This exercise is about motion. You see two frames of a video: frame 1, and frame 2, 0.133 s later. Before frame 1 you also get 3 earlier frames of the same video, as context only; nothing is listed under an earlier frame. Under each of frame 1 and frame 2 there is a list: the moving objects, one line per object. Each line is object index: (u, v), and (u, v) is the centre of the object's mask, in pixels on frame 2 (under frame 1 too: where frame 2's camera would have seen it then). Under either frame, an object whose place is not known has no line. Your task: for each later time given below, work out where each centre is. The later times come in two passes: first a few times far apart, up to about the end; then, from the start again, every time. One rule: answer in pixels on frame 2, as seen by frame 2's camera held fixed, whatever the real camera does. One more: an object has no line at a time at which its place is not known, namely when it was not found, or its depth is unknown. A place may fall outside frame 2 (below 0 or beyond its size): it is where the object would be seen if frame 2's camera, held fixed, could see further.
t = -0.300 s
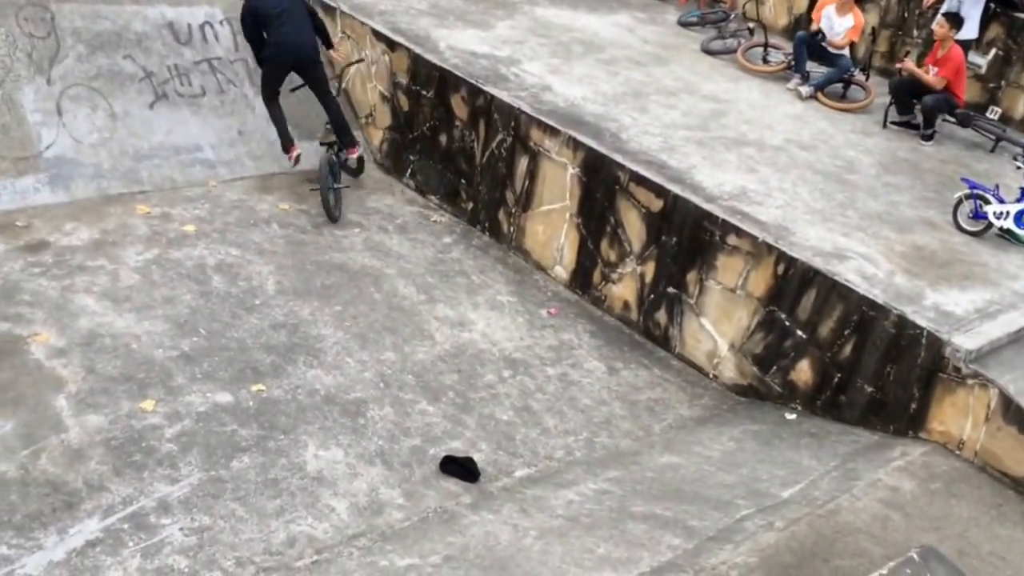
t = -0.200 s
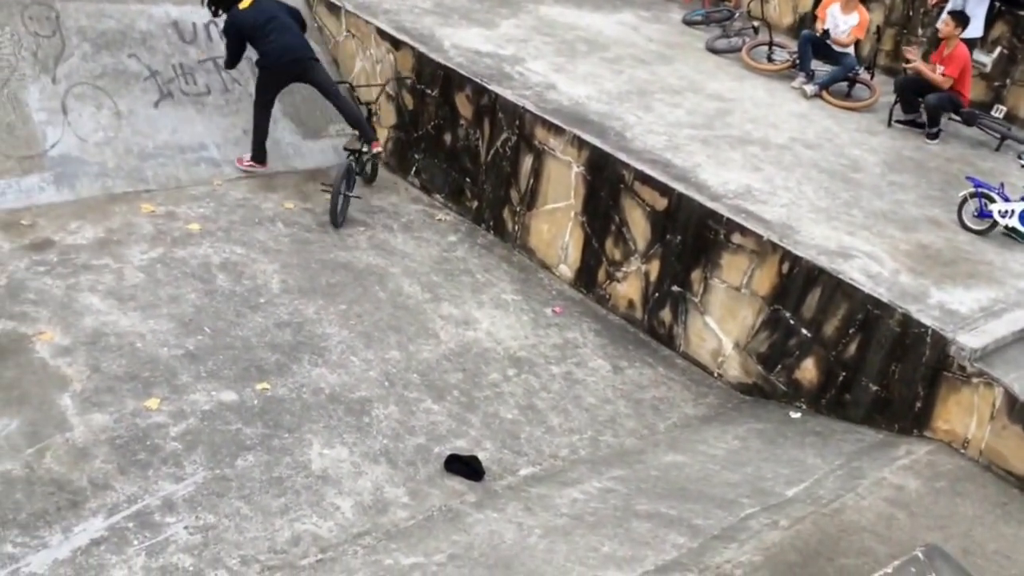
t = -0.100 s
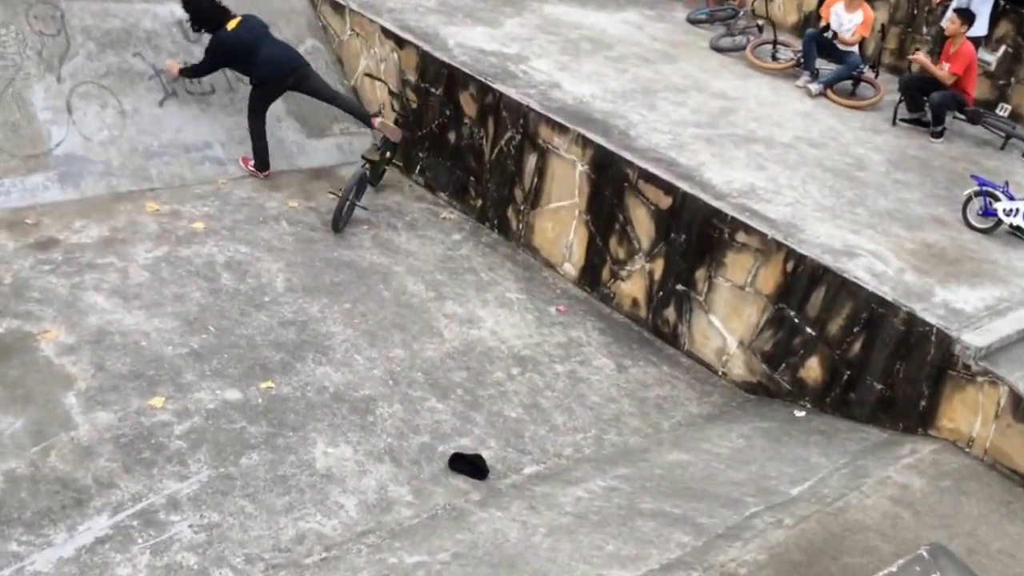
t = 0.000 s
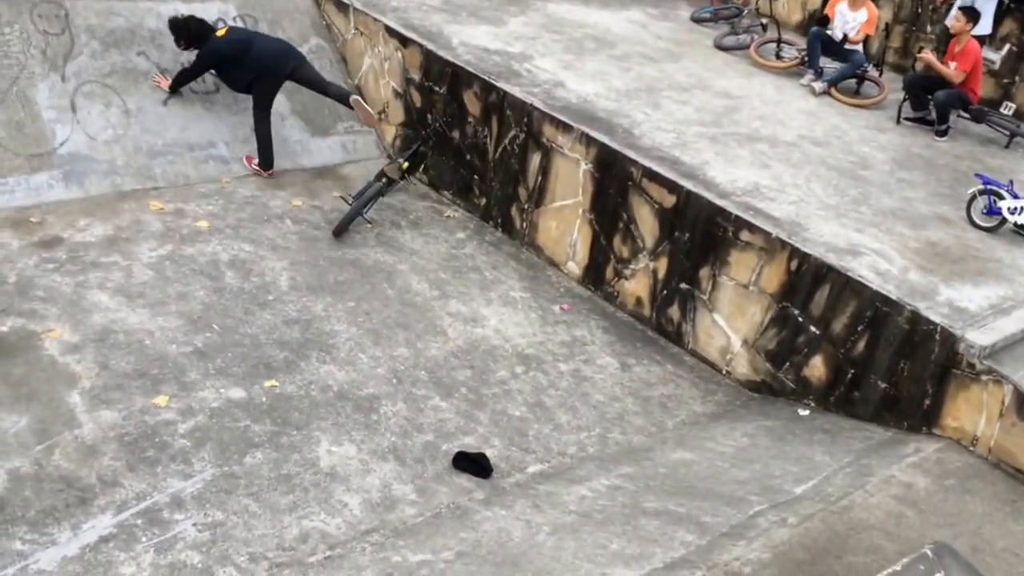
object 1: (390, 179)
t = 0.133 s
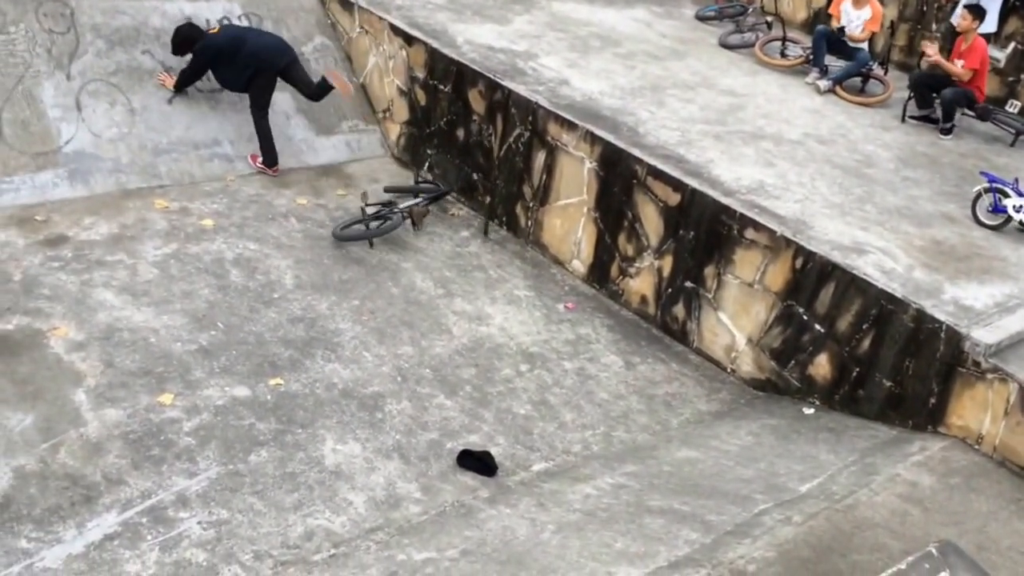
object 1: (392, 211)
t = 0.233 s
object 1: (403, 215)
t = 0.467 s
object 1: (419, 217)
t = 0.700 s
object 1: (424, 214)
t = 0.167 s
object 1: (395, 213)
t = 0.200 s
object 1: (400, 213)
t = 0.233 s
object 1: (403, 215)
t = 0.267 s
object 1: (404, 216)
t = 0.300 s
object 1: (407, 216)
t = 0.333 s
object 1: (410, 216)
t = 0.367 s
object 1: (414, 217)
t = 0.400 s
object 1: (413, 218)
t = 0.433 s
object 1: (413, 218)
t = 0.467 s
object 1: (419, 217)
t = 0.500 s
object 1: (420, 216)
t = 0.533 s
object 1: (424, 215)
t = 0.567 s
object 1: (425, 214)
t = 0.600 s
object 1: (423, 214)
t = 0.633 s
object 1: (423, 214)
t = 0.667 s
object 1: (423, 214)
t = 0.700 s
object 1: (424, 214)
